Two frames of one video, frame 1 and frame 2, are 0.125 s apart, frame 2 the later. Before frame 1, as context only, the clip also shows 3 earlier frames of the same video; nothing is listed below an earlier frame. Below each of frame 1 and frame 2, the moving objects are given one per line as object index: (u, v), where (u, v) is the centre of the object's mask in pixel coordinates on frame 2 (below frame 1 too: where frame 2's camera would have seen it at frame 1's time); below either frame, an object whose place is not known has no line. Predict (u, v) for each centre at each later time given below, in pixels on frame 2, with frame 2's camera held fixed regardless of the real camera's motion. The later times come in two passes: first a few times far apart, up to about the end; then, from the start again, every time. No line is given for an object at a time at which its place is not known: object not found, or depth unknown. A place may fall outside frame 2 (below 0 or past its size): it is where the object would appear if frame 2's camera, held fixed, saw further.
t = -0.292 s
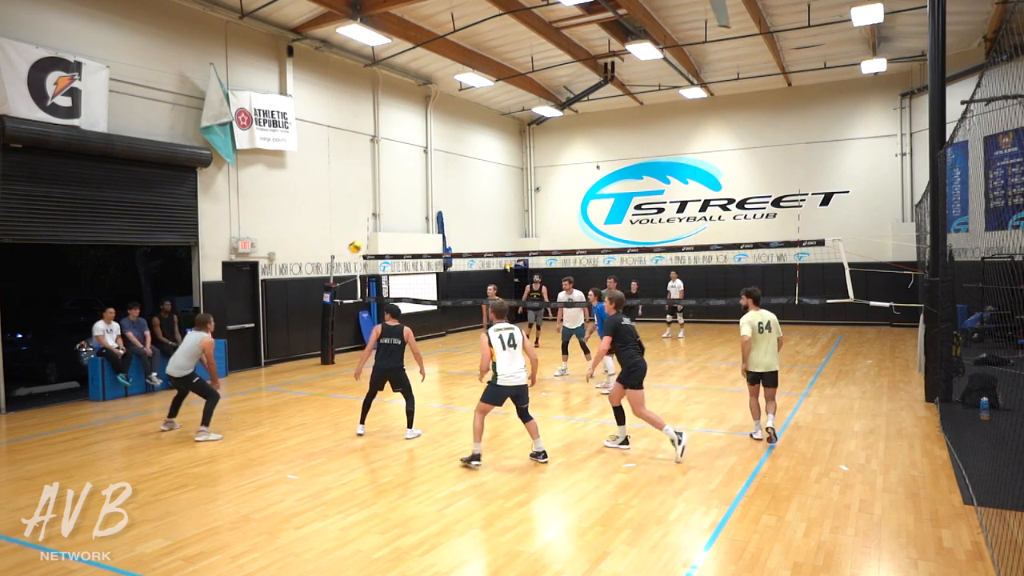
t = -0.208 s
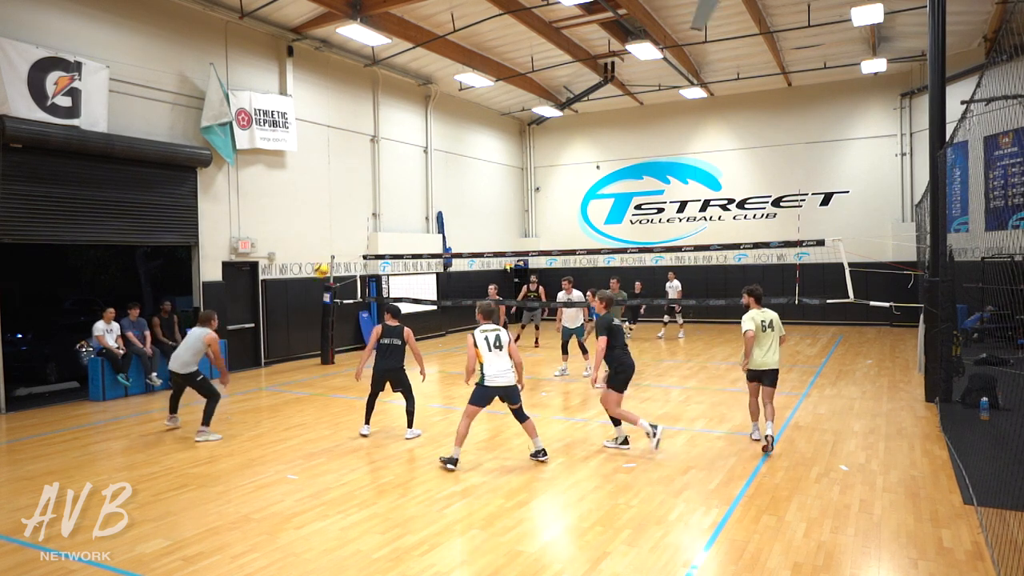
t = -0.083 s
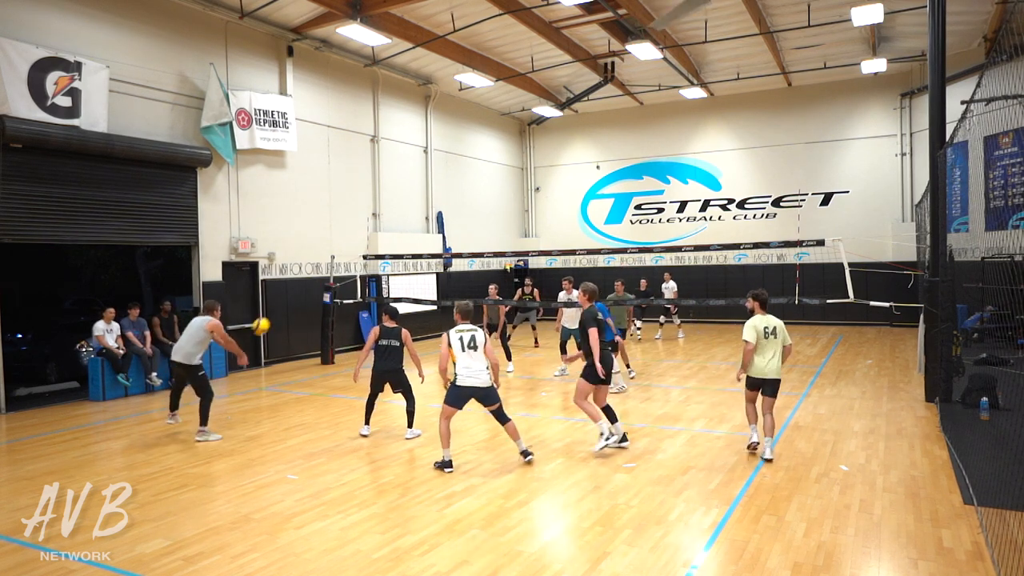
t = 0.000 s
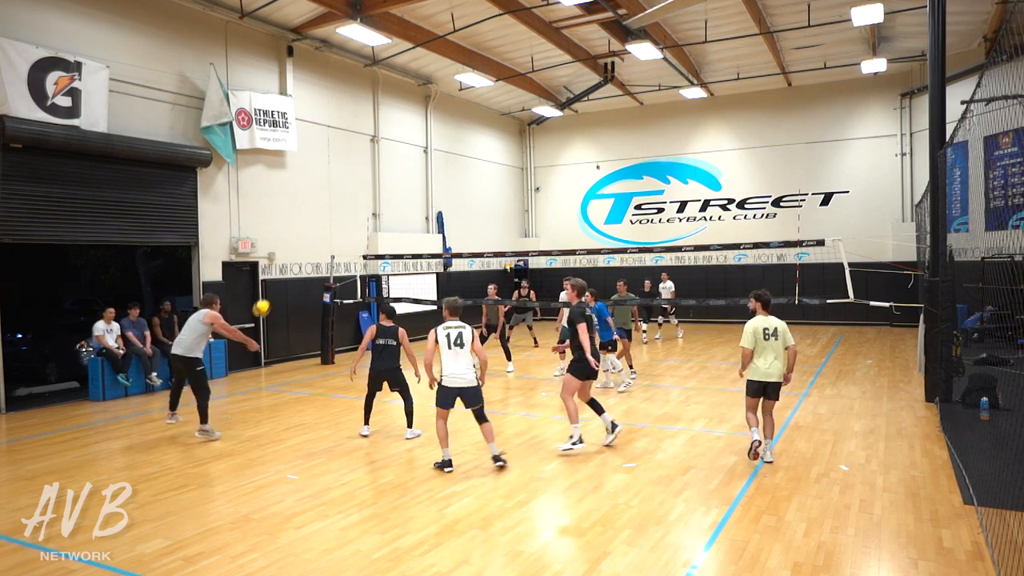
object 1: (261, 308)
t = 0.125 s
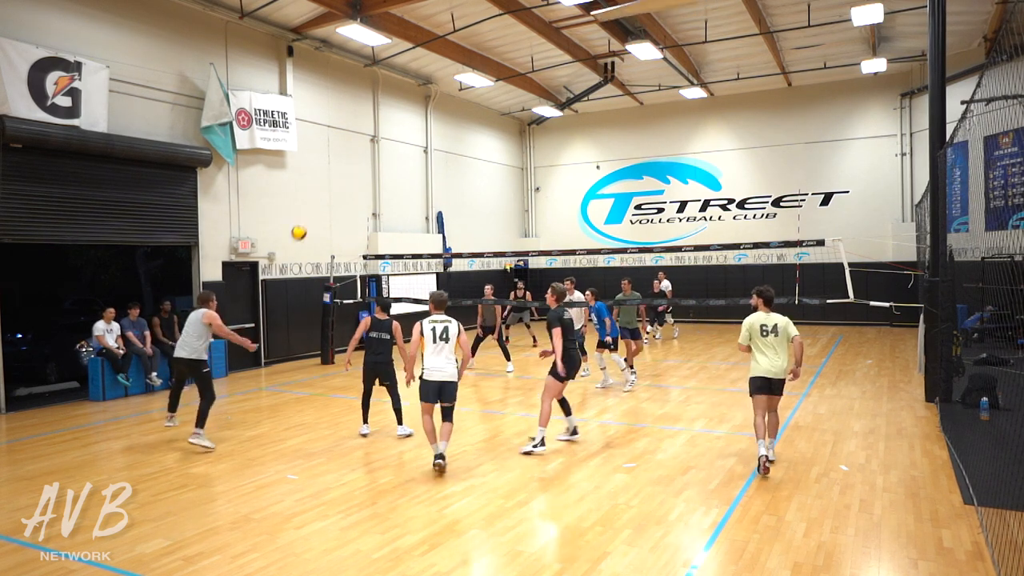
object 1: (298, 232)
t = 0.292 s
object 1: (341, 162)
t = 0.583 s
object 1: (411, 91)
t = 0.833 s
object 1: (465, 80)
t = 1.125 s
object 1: (524, 114)
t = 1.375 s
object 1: (569, 179)
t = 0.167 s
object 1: (309, 213)
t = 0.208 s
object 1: (320, 194)
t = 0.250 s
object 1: (331, 178)
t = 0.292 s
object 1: (341, 162)
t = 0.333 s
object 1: (352, 148)
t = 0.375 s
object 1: (364, 133)
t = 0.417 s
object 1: (374, 121)
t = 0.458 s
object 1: (383, 112)
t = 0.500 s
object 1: (393, 104)
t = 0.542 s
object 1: (402, 97)
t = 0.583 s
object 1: (411, 91)
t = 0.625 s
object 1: (423, 85)
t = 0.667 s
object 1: (431, 81)
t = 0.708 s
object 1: (440, 80)
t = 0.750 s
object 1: (448, 78)
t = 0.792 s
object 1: (457, 78)
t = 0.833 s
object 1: (465, 80)
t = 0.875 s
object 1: (475, 81)
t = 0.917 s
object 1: (484, 84)
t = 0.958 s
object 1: (492, 88)
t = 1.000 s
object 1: (499, 93)
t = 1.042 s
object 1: (507, 98)
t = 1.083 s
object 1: (515, 105)
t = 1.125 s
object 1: (524, 114)
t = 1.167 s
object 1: (531, 122)
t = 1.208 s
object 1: (539, 131)
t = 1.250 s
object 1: (546, 141)
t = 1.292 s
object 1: (553, 152)
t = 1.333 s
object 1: (560, 164)
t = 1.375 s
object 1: (569, 179)
